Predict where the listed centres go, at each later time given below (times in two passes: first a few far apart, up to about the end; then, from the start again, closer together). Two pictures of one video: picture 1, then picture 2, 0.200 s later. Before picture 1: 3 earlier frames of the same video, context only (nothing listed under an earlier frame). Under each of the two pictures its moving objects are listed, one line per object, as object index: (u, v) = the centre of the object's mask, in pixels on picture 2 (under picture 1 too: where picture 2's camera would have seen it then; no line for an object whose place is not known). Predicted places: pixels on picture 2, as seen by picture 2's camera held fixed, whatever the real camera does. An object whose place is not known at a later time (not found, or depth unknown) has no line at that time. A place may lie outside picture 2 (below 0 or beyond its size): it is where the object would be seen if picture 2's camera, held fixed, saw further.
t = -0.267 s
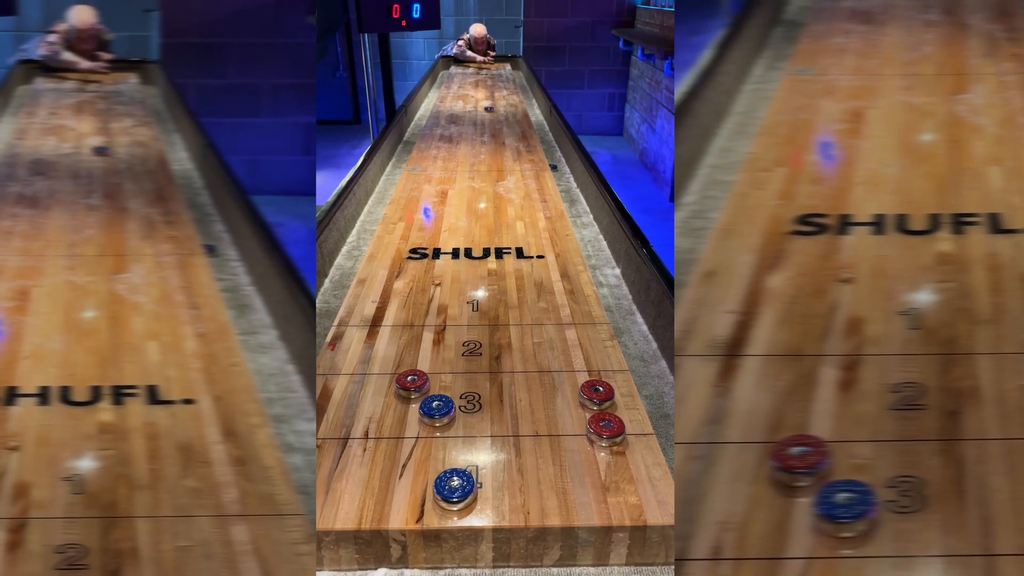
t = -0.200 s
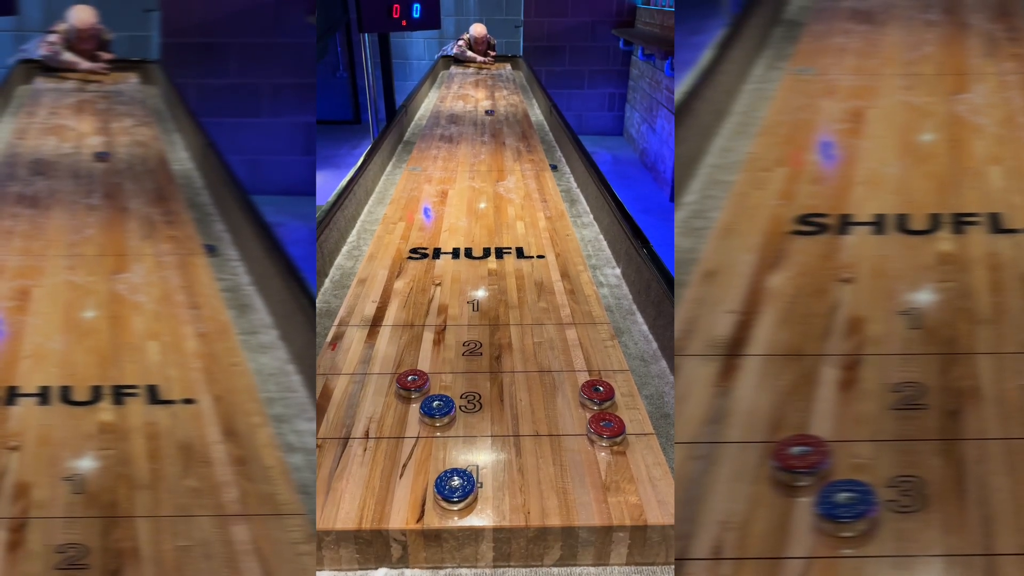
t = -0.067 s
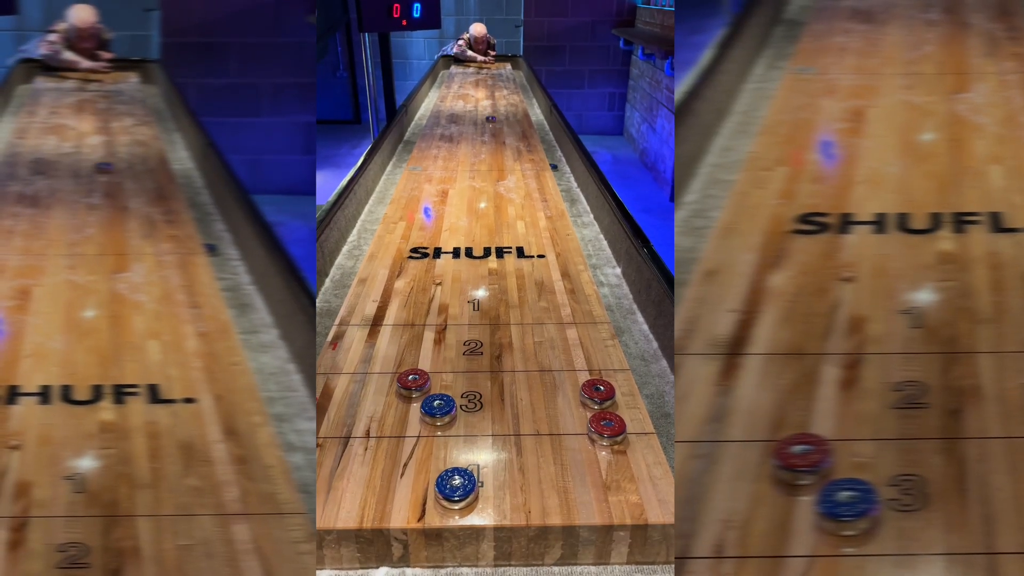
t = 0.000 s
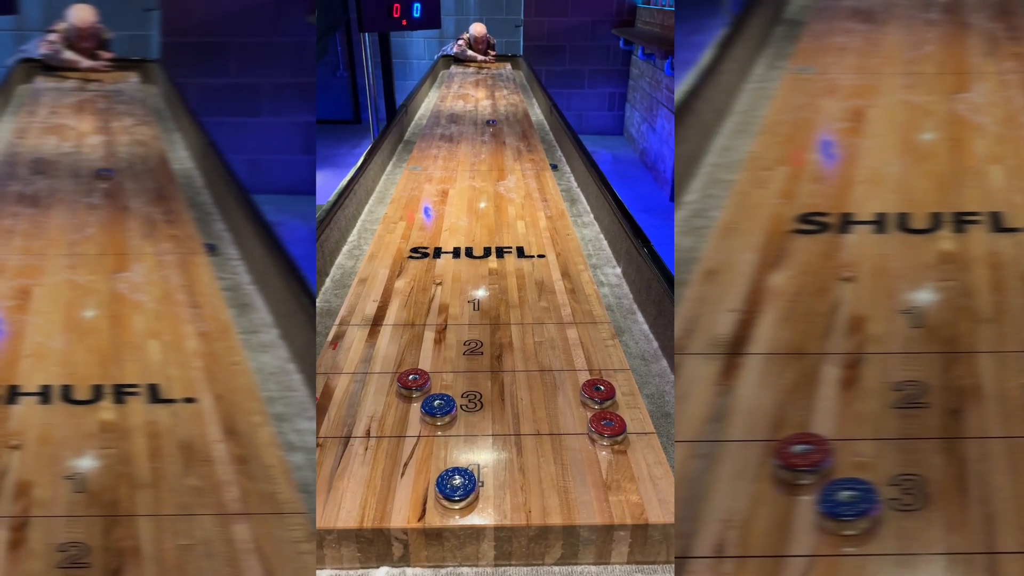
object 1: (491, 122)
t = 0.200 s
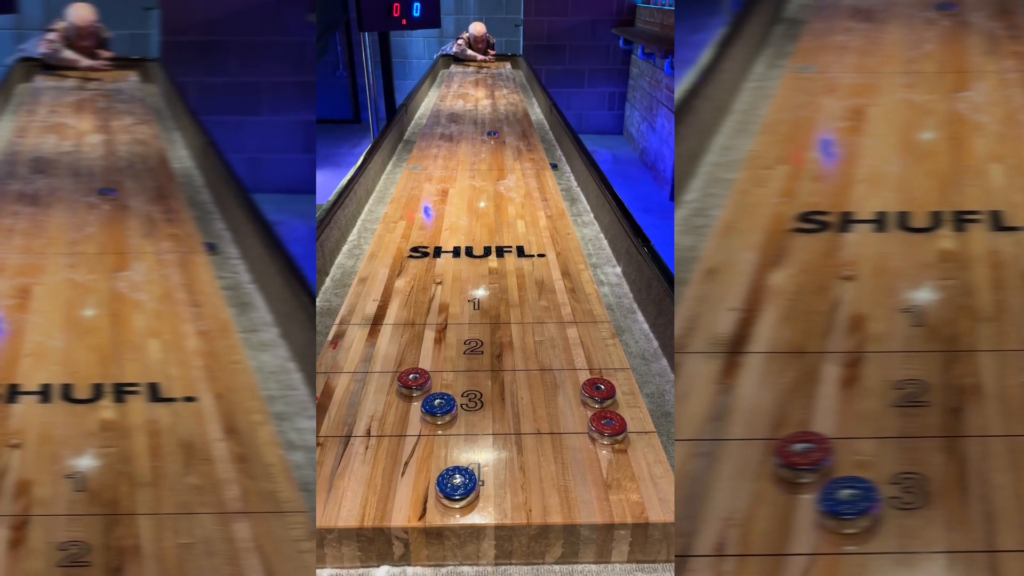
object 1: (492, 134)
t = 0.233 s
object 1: (493, 136)
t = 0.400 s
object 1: (494, 148)
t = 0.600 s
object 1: (495, 166)
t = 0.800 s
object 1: (496, 188)
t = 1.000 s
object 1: (497, 215)
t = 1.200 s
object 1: (498, 251)
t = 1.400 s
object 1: (499, 297)
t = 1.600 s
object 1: (499, 358)
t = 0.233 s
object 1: (493, 136)
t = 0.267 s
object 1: (493, 138)
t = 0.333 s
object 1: (493, 143)
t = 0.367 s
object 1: (493, 146)
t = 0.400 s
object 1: (494, 148)
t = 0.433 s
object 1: (494, 151)
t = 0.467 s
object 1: (494, 154)
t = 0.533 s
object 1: (494, 160)
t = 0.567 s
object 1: (494, 163)
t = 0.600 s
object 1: (495, 166)
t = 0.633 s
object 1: (495, 169)
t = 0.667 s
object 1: (495, 173)
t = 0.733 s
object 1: (495, 180)
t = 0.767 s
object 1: (496, 184)
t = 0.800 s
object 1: (496, 188)
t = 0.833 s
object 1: (496, 192)
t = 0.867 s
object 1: (496, 197)
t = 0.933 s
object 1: (496, 206)
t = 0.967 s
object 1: (497, 210)
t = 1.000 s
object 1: (497, 215)
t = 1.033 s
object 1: (497, 221)
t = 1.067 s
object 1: (497, 226)
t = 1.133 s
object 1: (498, 239)
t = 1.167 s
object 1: (498, 245)
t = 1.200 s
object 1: (498, 251)
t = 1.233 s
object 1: (498, 258)
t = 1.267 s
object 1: (498, 265)
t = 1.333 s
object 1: (498, 280)
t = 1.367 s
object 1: (498, 288)
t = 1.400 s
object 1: (499, 297)
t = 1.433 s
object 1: (498, 306)
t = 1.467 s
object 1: (499, 315)
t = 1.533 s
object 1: (499, 336)
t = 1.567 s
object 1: (499, 346)
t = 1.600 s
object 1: (499, 358)
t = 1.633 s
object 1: (499, 371)
